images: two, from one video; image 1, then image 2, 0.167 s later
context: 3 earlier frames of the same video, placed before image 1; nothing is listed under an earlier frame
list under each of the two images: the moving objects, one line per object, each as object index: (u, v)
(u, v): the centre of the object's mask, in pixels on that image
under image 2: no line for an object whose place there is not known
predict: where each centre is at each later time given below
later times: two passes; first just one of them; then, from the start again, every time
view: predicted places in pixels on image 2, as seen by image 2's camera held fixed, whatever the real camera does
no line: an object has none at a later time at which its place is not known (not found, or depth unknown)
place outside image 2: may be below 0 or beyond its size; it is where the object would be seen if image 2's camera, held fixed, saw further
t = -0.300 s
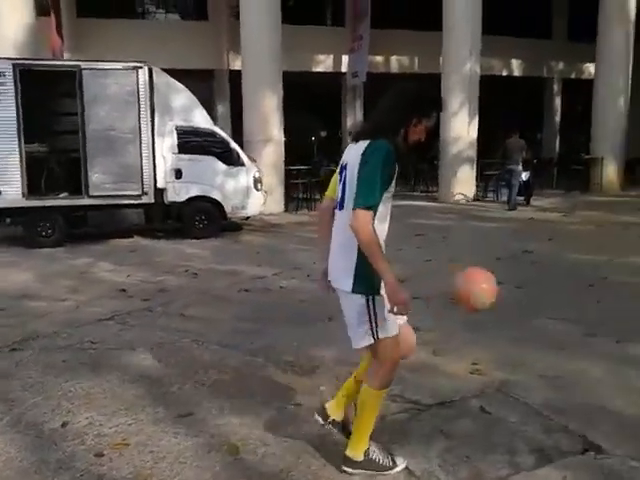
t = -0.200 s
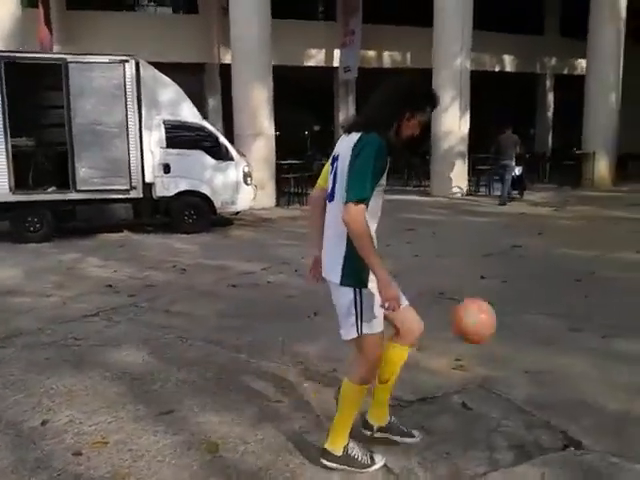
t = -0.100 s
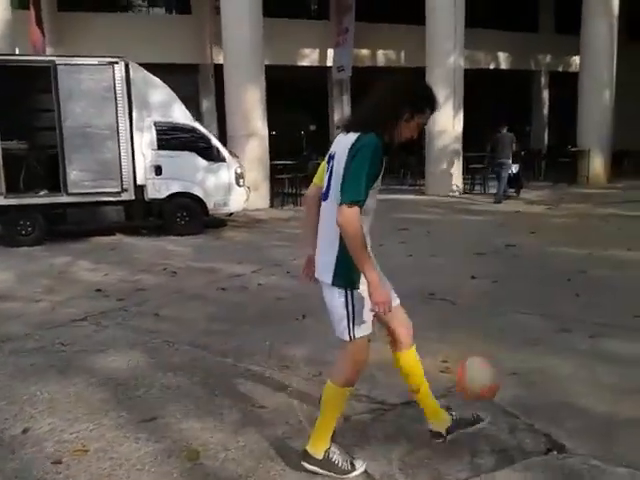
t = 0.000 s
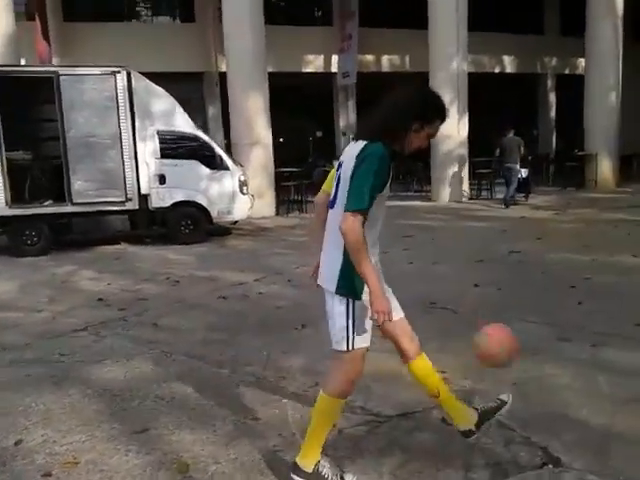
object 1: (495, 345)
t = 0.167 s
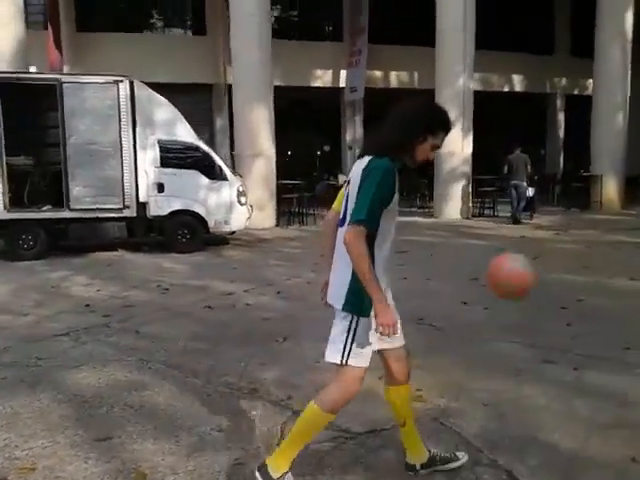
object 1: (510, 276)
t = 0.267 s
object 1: (523, 249)
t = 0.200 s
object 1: (517, 264)
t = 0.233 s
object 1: (520, 254)
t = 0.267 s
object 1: (523, 249)
